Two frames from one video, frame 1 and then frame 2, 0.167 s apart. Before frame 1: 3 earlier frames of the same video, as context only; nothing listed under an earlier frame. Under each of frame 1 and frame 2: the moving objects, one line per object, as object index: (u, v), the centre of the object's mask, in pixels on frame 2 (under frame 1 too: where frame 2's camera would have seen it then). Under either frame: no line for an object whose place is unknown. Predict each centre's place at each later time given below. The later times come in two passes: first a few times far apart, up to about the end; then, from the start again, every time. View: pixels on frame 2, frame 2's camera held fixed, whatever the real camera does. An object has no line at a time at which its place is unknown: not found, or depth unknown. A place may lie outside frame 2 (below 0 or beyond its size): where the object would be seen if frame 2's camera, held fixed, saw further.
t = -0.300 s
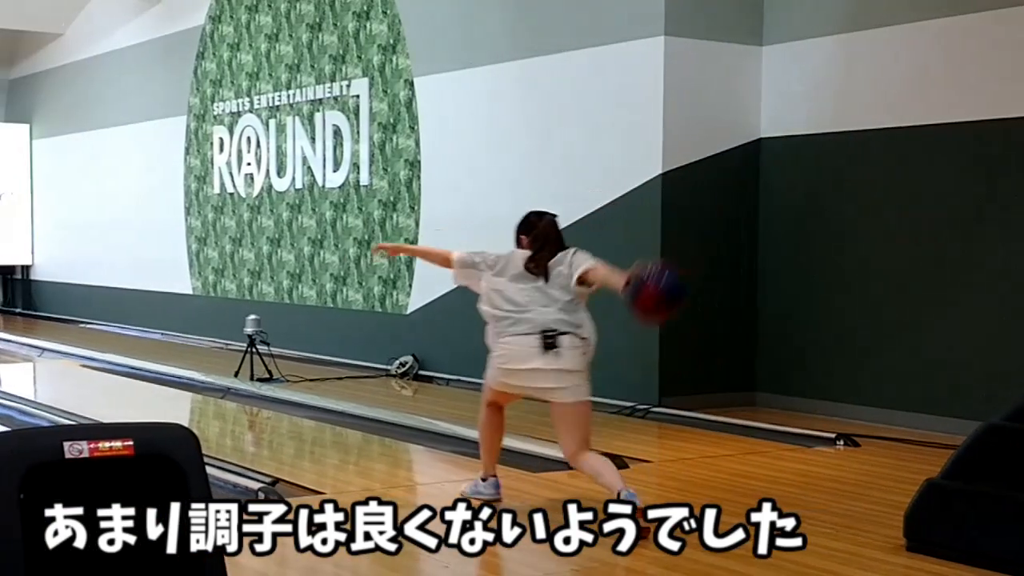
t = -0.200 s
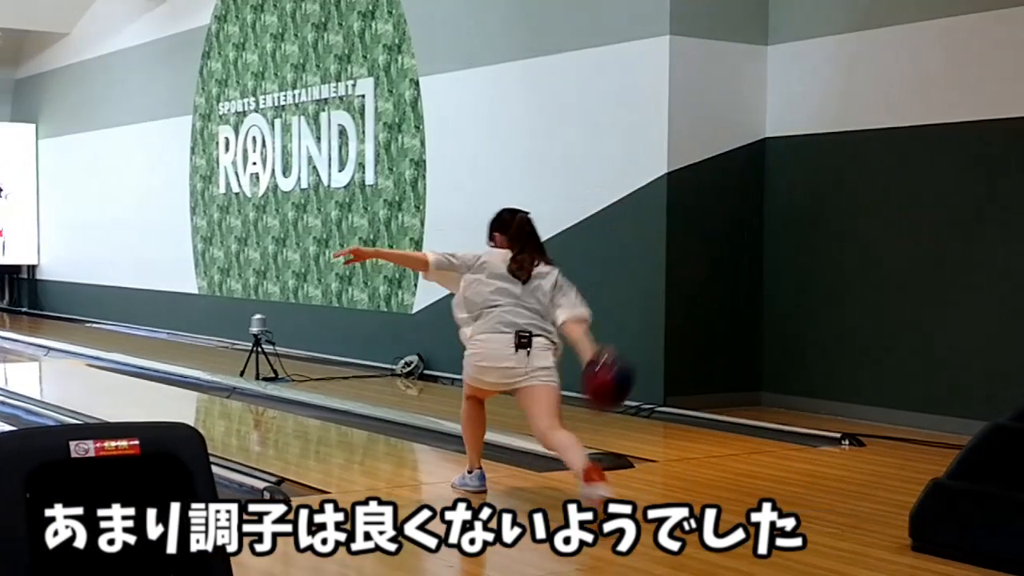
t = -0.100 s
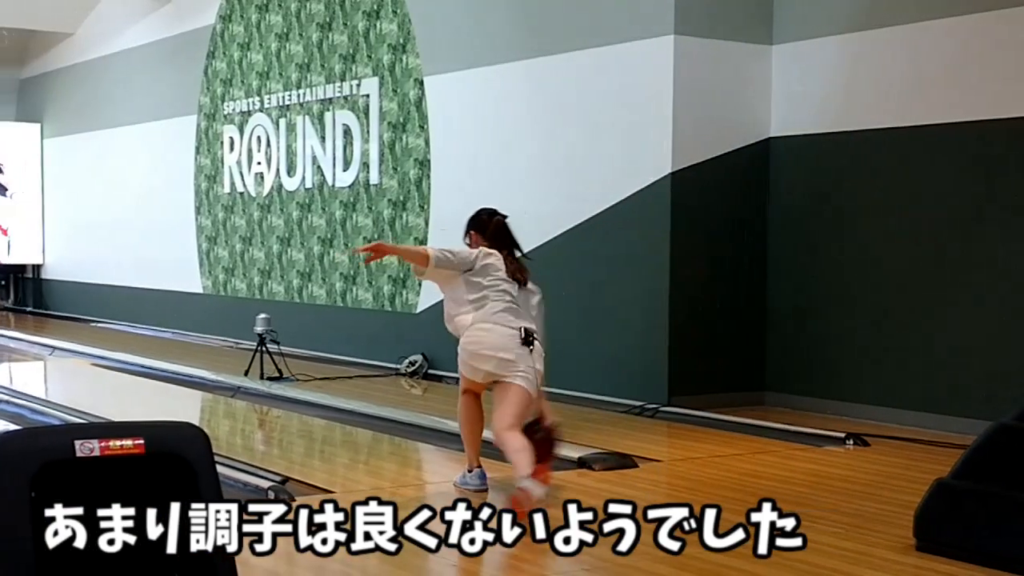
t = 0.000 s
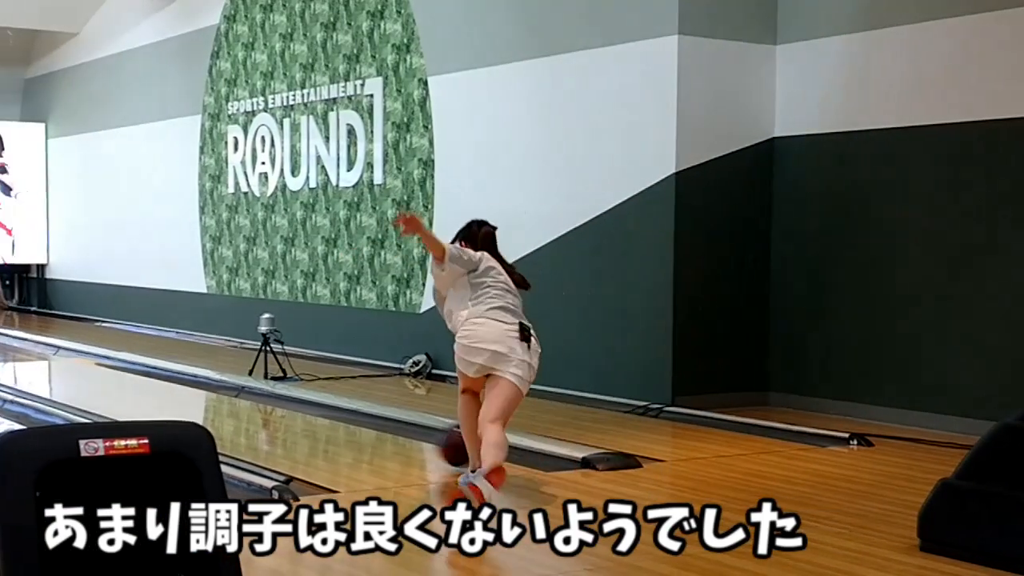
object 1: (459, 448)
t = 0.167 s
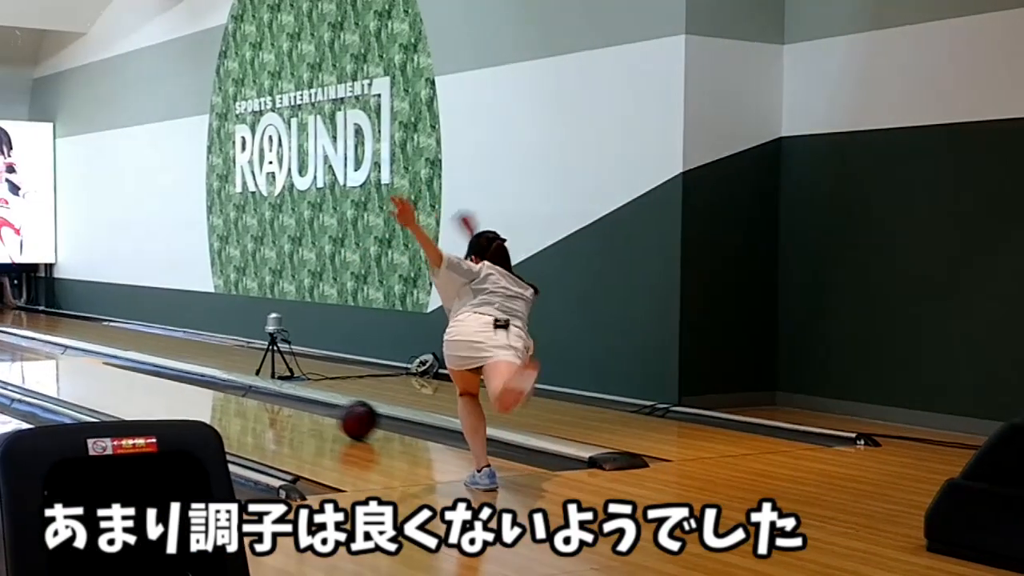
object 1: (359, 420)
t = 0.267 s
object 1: (305, 407)
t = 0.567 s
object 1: (181, 377)
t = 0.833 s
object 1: (100, 358)
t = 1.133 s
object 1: (30, 342)
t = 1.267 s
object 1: (4, 336)
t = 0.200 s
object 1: (340, 416)
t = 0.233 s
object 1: (322, 412)
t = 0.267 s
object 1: (305, 407)
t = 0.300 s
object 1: (289, 403)
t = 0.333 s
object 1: (274, 399)
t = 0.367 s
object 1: (258, 395)
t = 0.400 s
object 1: (244, 392)
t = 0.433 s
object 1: (231, 388)
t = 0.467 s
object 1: (218, 386)
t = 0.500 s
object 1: (205, 383)
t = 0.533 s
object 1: (193, 380)
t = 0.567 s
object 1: (181, 377)
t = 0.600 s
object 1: (170, 374)
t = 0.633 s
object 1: (159, 372)
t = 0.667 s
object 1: (148, 369)
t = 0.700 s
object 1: (138, 367)
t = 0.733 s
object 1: (127, 365)
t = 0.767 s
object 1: (118, 362)
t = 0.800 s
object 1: (109, 361)
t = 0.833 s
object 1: (100, 358)
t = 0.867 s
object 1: (91, 356)
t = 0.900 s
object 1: (83, 354)
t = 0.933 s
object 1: (74, 353)
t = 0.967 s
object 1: (66, 350)
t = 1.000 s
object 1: (58, 349)
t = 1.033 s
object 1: (52, 347)
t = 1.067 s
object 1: (44, 345)
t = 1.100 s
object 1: (37, 344)
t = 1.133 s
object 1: (30, 342)
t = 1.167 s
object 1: (23, 340)
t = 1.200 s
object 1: (17, 339)
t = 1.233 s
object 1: (10, 337)
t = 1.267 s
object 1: (4, 336)
